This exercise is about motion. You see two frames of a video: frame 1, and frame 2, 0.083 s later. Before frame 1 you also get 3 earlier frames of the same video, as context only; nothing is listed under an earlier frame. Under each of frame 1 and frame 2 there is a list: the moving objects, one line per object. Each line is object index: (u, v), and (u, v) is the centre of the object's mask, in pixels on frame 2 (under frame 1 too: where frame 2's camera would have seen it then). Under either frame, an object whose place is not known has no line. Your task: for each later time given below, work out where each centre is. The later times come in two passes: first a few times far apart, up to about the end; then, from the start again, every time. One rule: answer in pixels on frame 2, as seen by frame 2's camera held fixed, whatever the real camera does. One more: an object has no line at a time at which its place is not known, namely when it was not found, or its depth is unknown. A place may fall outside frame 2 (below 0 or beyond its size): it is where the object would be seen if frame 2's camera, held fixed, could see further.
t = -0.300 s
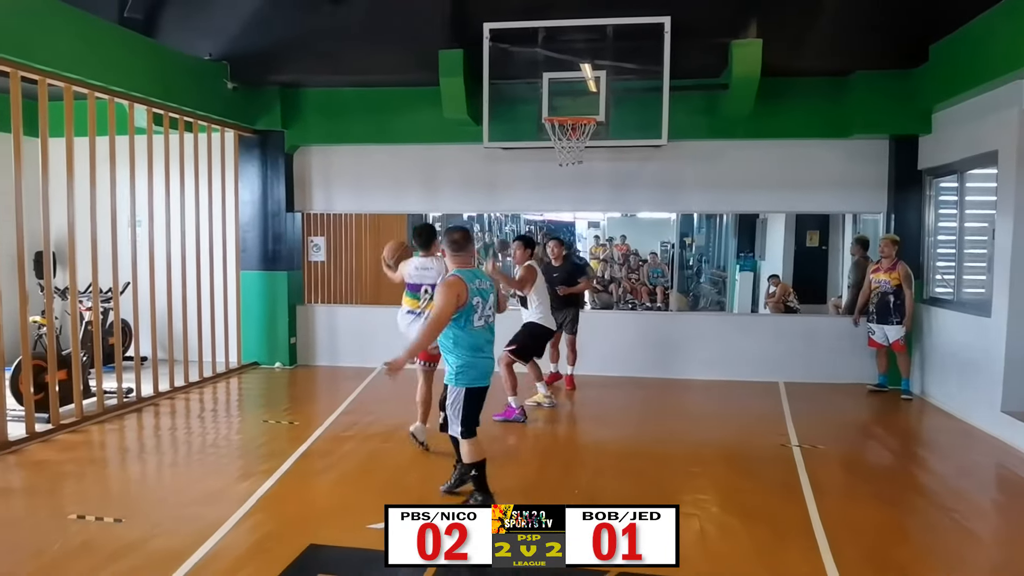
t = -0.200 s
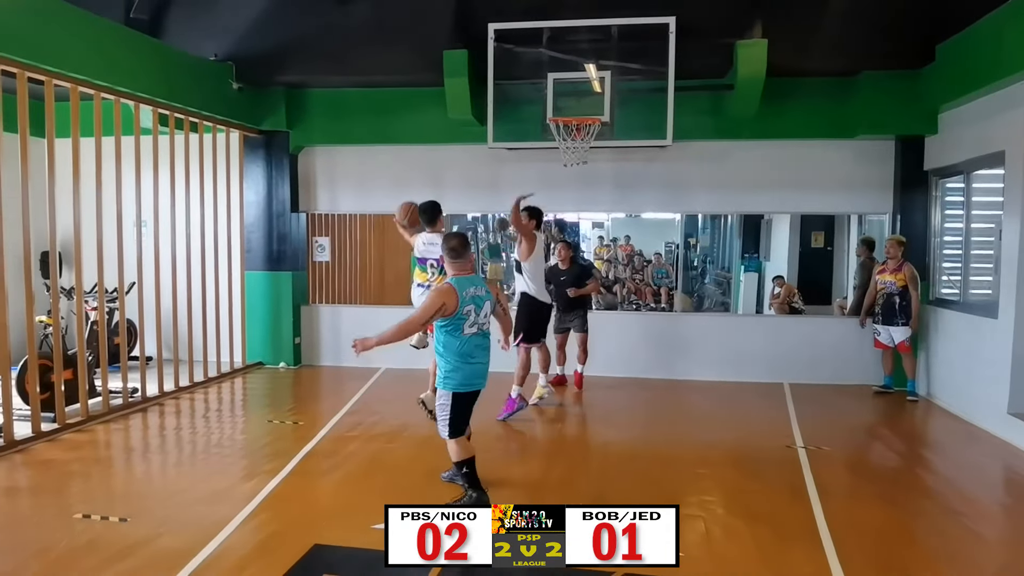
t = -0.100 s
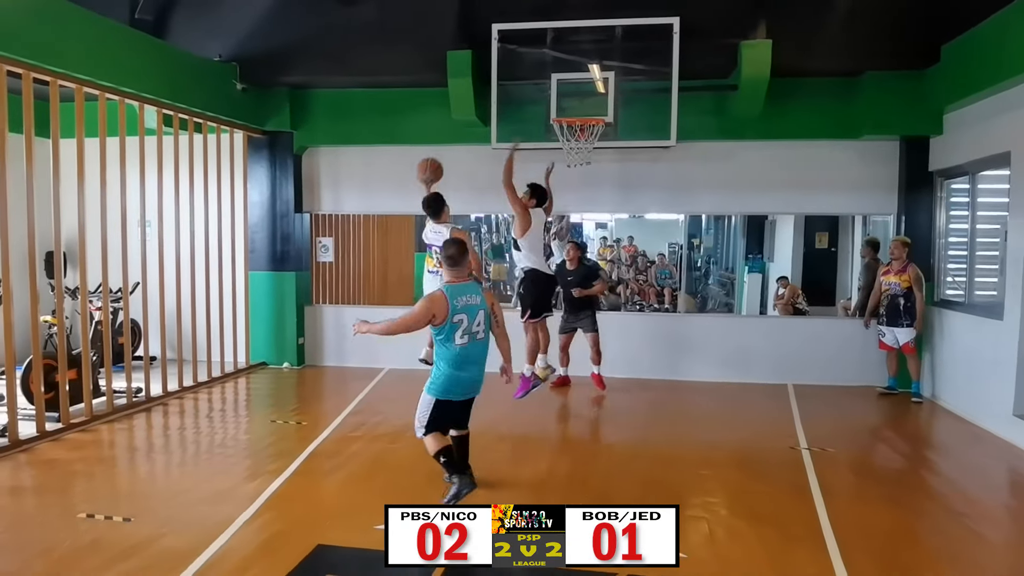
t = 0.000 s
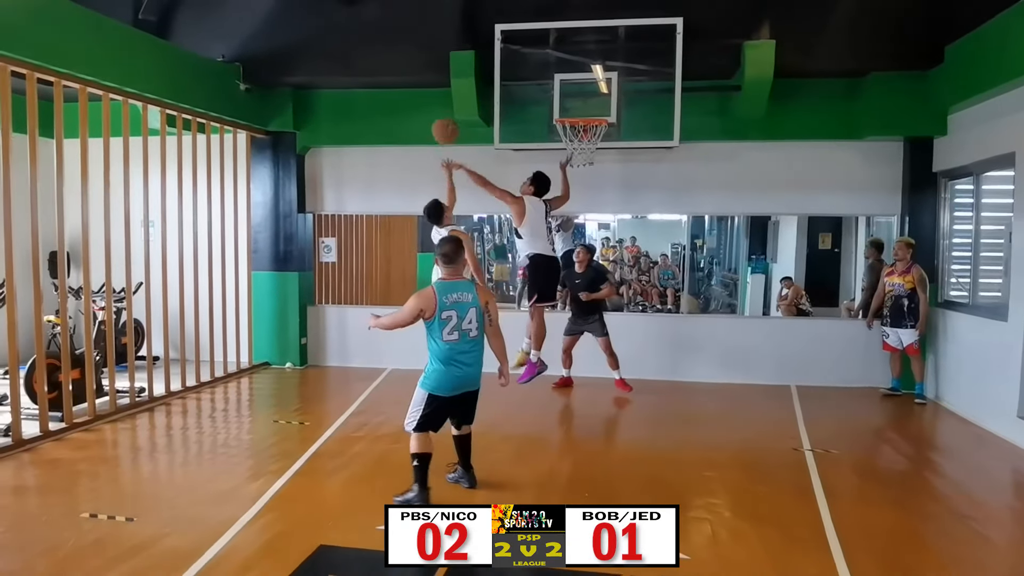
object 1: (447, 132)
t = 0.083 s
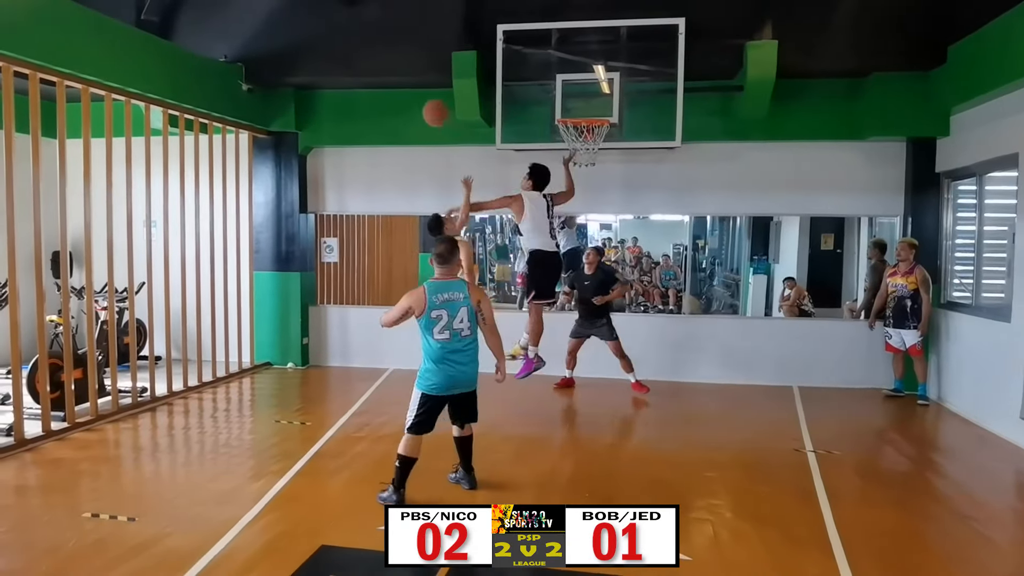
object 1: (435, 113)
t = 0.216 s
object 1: (417, 99)
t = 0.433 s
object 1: (390, 119)
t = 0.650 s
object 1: (364, 183)
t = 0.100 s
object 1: (433, 110)
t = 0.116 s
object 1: (431, 108)
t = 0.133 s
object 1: (428, 106)
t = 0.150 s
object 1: (427, 104)
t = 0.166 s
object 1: (424, 102)
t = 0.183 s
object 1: (422, 101)
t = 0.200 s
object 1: (420, 100)
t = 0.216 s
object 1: (417, 99)
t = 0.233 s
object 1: (415, 99)
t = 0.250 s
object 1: (413, 99)
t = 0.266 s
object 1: (411, 99)
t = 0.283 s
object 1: (409, 100)
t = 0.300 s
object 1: (406, 101)
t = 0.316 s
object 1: (404, 102)
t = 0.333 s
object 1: (402, 104)
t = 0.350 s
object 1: (400, 105)
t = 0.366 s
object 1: (398, 108)
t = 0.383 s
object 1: (396, 110)
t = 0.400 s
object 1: (394, 113)
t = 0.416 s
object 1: (392, 116)
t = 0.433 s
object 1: (390, 119)
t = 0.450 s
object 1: (387, 122)
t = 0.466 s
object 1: (385, 126)
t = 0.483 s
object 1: (383, 130)
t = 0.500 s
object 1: (381, 133)
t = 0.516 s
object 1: (380, 138)
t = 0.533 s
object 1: (378, 143)
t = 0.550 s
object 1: (376, 148)
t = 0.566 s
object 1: (374, 153)
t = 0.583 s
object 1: (372, 158)
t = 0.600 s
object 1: (370, 164)
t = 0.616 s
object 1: (368, 170)
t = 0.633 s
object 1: (366, 176)
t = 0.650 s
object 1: (364, 183)
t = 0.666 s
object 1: (363, 190)
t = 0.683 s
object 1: (361, 197)
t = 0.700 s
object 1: (359, 204)
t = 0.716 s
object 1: (356, 212)
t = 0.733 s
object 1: (354, 220)
